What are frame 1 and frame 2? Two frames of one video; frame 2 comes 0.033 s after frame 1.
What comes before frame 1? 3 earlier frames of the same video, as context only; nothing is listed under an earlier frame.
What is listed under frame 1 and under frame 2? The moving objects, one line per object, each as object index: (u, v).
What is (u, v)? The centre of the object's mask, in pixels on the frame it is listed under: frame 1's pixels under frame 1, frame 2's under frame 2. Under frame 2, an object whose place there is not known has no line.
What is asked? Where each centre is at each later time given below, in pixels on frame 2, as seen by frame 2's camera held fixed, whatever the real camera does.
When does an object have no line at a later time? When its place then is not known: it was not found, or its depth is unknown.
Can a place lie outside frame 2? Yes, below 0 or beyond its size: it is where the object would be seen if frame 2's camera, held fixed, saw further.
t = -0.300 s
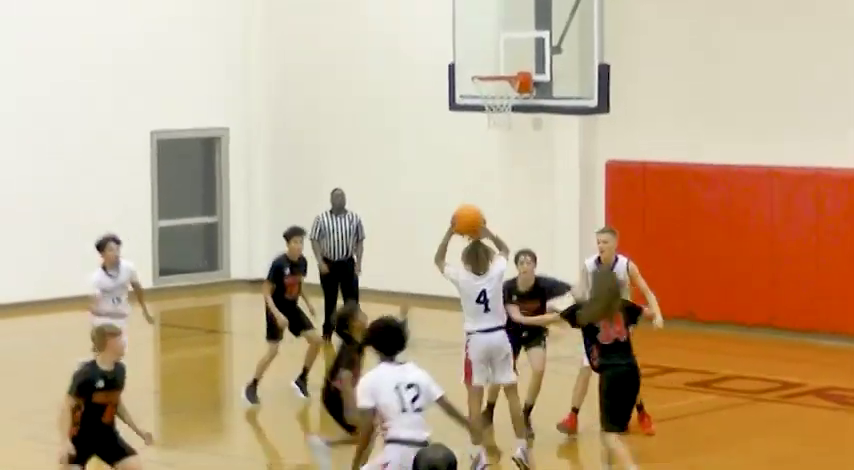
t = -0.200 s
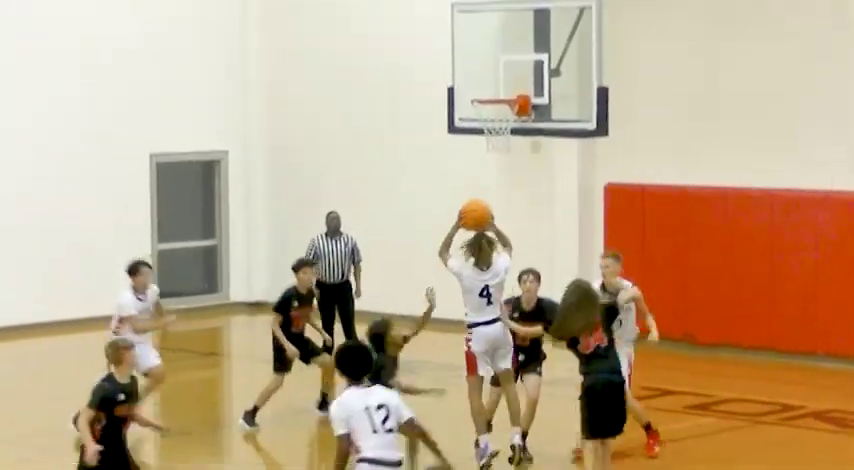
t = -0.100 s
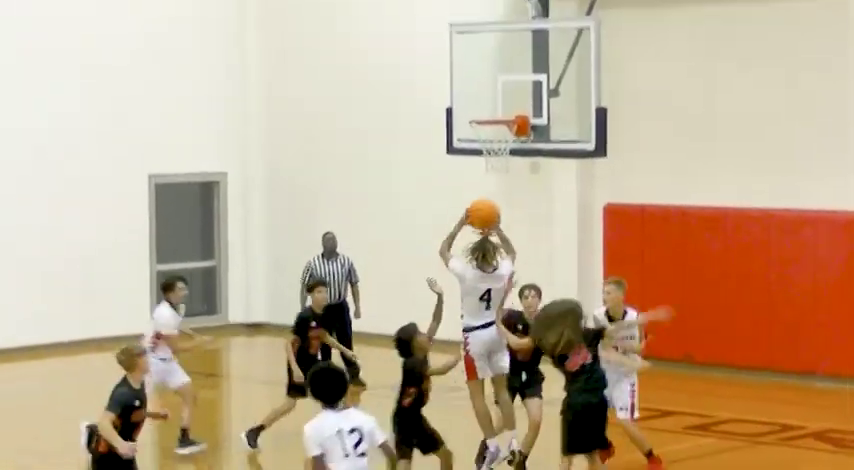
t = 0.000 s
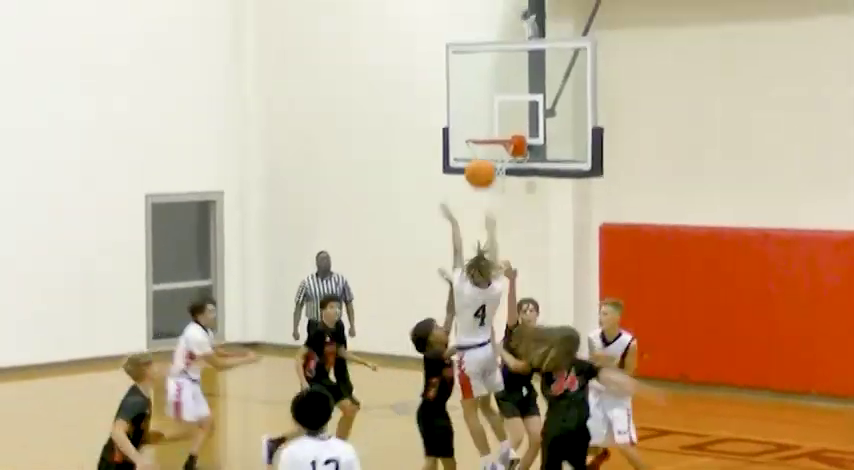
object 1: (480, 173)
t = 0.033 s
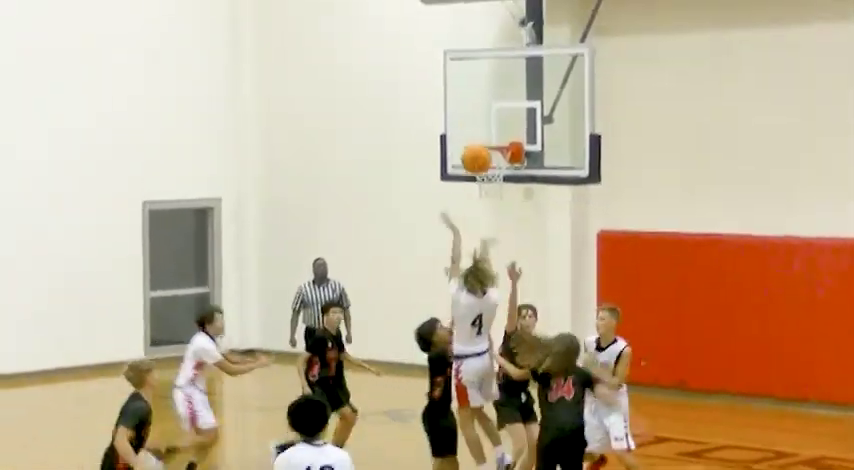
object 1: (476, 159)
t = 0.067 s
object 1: (475, 140)
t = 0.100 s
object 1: (473, 122)
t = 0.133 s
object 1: (472, 106)
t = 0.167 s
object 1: (470, 92)
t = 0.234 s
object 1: (467, 67)
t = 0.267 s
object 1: (466, 58)
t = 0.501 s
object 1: (457, 29)
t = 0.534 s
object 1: (456, 30)
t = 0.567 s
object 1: (455, 33)
